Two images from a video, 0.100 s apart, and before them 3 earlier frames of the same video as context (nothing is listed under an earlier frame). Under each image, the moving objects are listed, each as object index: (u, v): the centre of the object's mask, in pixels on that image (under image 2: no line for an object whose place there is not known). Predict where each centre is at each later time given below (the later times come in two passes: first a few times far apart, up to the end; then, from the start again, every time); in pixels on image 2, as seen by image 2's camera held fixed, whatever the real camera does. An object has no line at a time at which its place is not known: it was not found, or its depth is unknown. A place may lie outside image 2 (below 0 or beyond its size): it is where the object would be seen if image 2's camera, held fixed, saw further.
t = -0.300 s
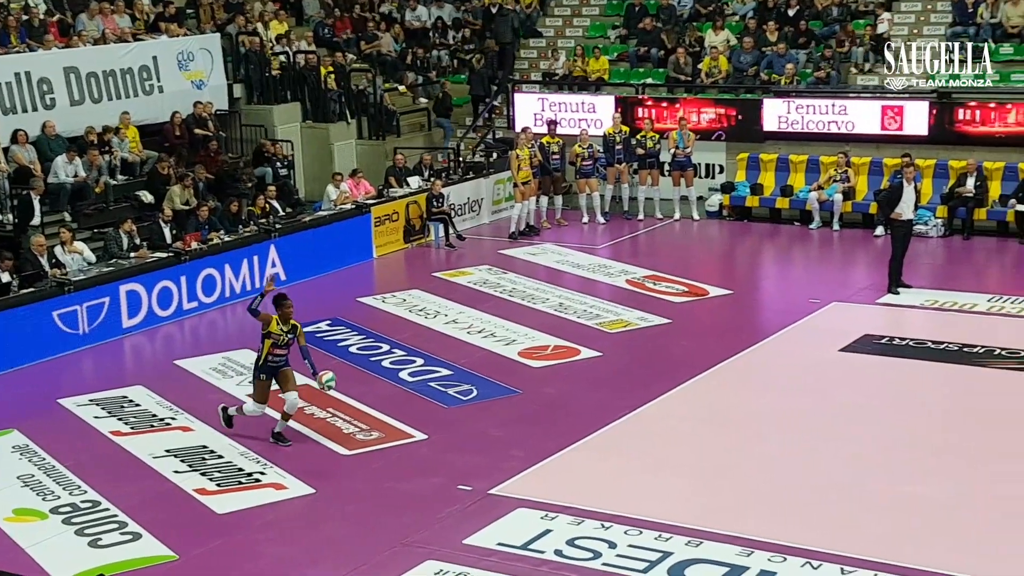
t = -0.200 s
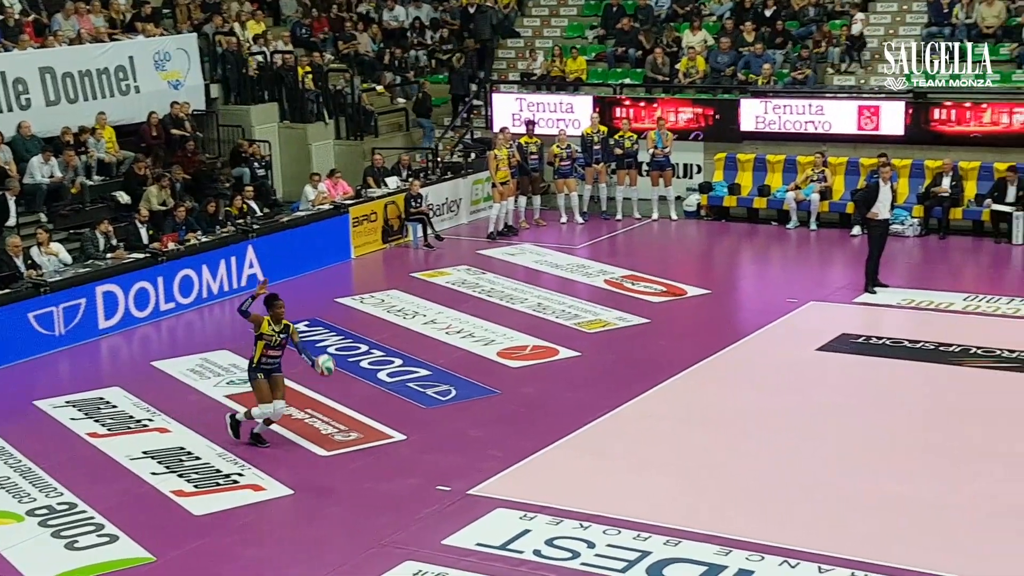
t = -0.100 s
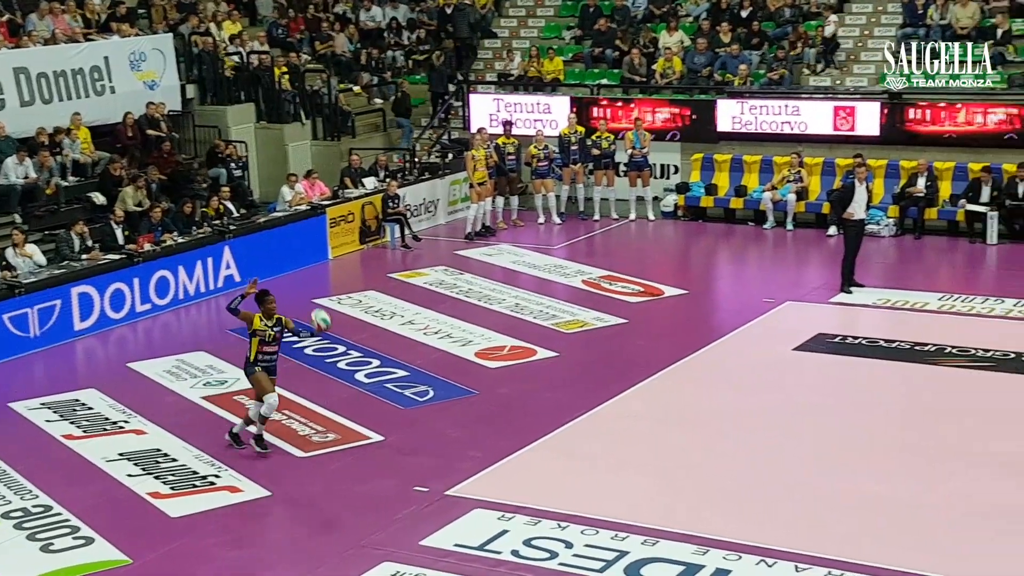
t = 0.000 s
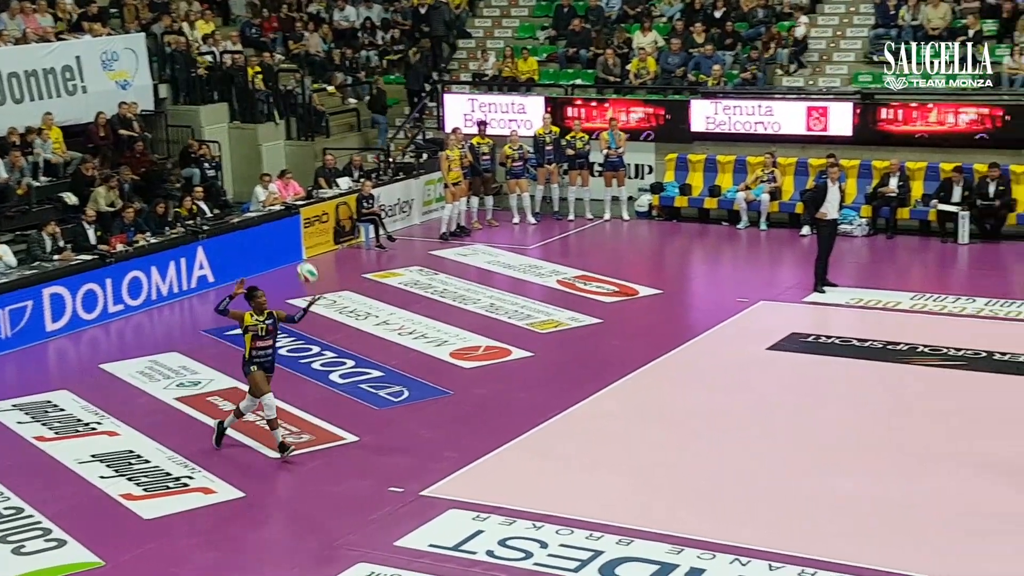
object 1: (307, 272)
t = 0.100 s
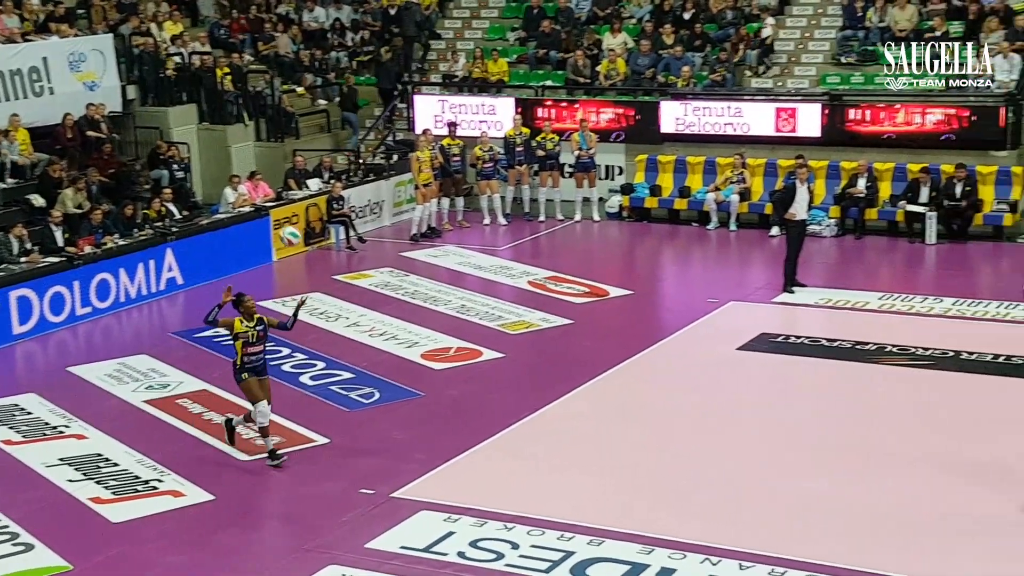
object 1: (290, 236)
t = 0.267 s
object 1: (312, 191)
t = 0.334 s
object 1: (321, 182)
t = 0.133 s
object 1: (294, 225)
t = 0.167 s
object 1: (299, 216)
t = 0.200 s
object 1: (303, 206)
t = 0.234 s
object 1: (308, 199)
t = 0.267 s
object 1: (312, 191)
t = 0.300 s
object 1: (317, 186)
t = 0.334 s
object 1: (321, 182)
